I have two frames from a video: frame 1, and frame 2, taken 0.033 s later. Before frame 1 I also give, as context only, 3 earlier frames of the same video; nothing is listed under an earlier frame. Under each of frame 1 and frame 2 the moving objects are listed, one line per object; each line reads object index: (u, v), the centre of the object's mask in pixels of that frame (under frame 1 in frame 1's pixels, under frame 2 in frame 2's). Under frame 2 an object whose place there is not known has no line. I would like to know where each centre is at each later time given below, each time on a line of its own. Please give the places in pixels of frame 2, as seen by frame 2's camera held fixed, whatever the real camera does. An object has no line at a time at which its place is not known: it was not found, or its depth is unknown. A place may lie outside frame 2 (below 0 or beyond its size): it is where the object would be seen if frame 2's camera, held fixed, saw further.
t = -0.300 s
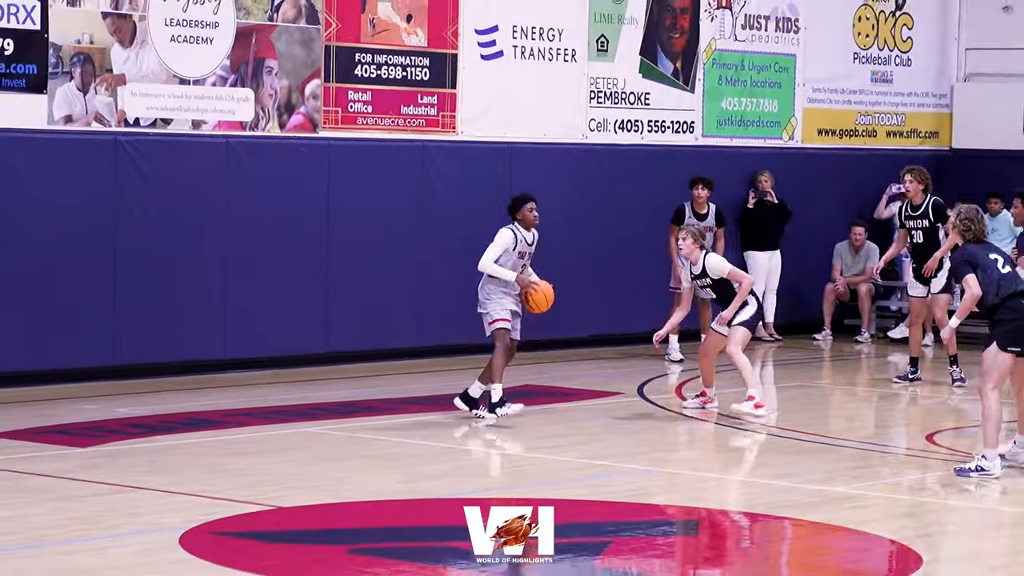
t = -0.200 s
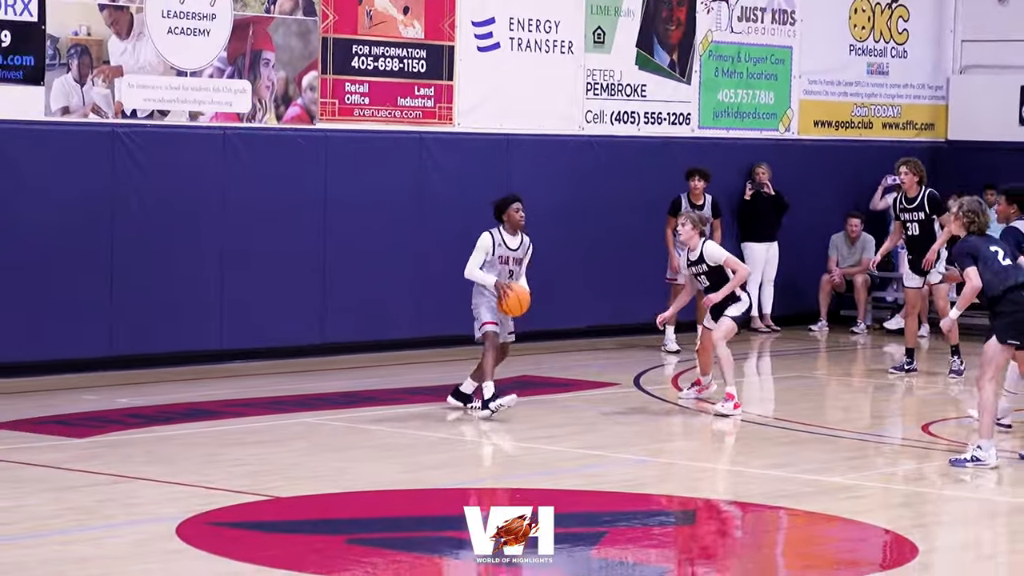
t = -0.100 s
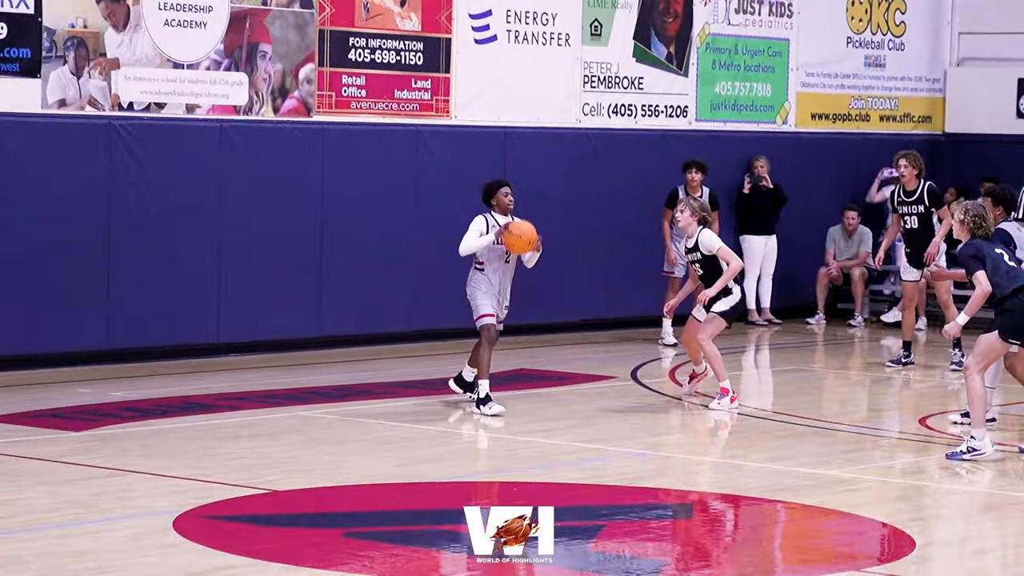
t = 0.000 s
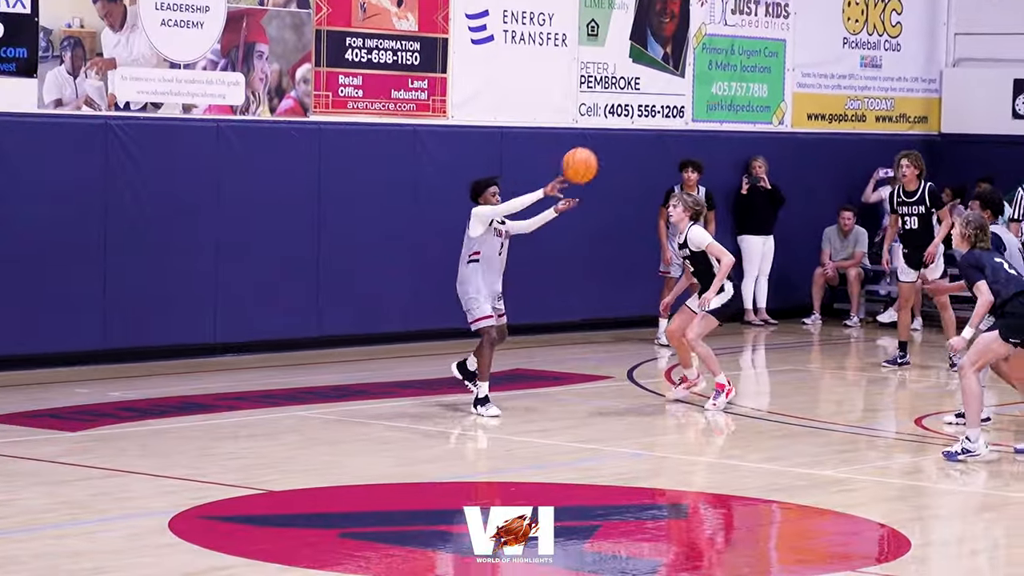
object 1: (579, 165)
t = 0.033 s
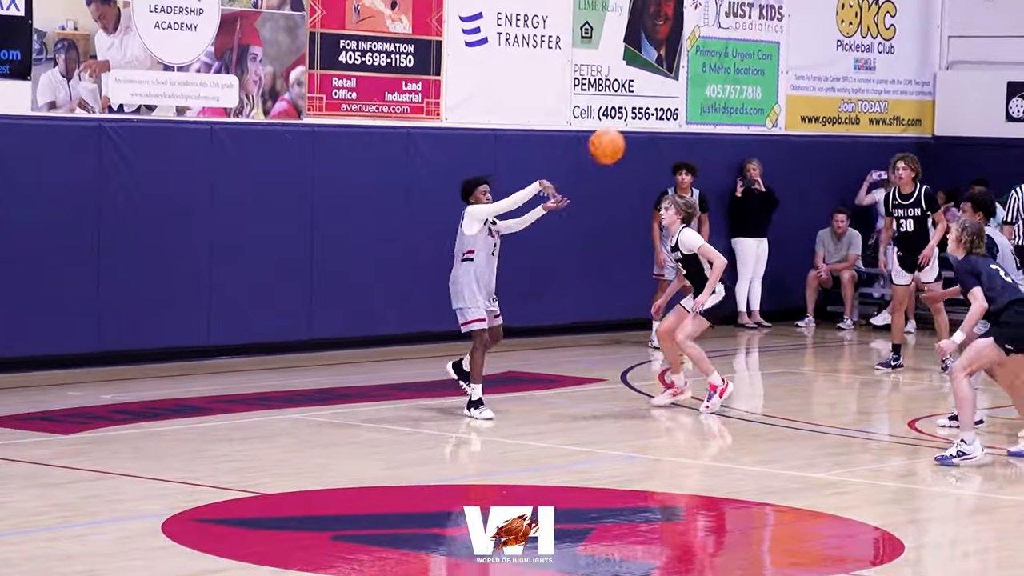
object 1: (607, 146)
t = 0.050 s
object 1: (623, 136)
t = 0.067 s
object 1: (641, 125)
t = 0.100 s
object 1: (674, 105)
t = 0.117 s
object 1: (692, 96)
